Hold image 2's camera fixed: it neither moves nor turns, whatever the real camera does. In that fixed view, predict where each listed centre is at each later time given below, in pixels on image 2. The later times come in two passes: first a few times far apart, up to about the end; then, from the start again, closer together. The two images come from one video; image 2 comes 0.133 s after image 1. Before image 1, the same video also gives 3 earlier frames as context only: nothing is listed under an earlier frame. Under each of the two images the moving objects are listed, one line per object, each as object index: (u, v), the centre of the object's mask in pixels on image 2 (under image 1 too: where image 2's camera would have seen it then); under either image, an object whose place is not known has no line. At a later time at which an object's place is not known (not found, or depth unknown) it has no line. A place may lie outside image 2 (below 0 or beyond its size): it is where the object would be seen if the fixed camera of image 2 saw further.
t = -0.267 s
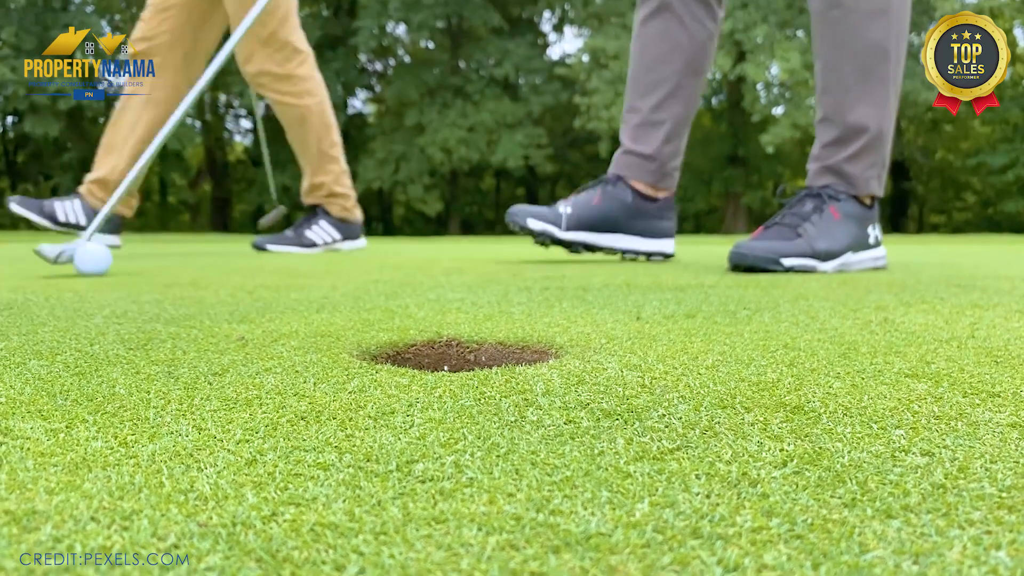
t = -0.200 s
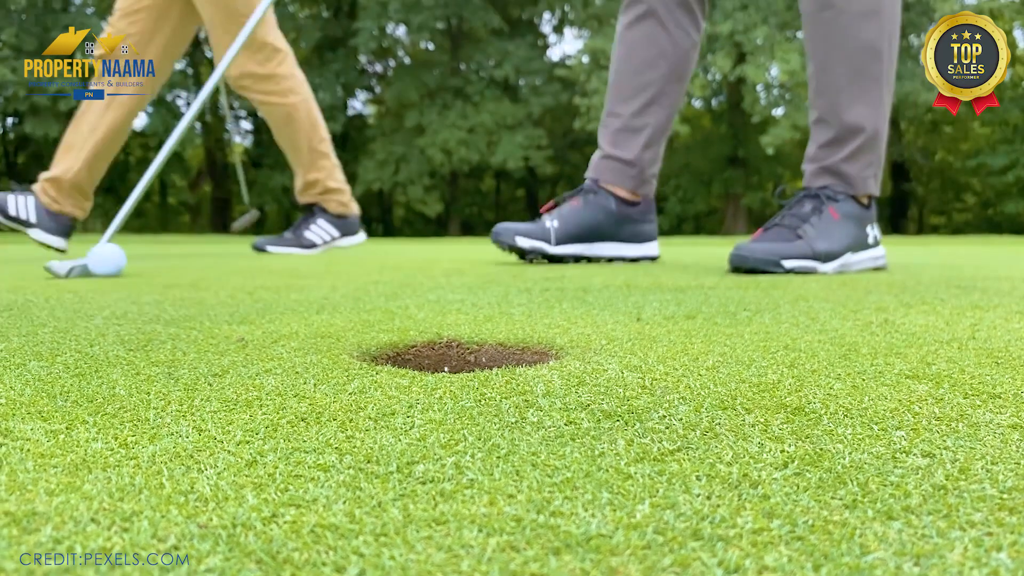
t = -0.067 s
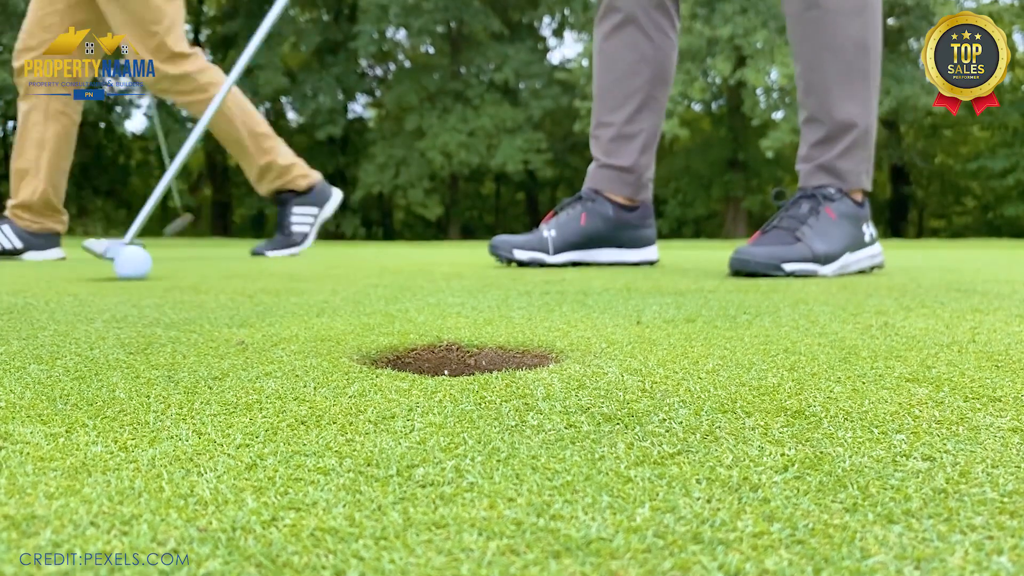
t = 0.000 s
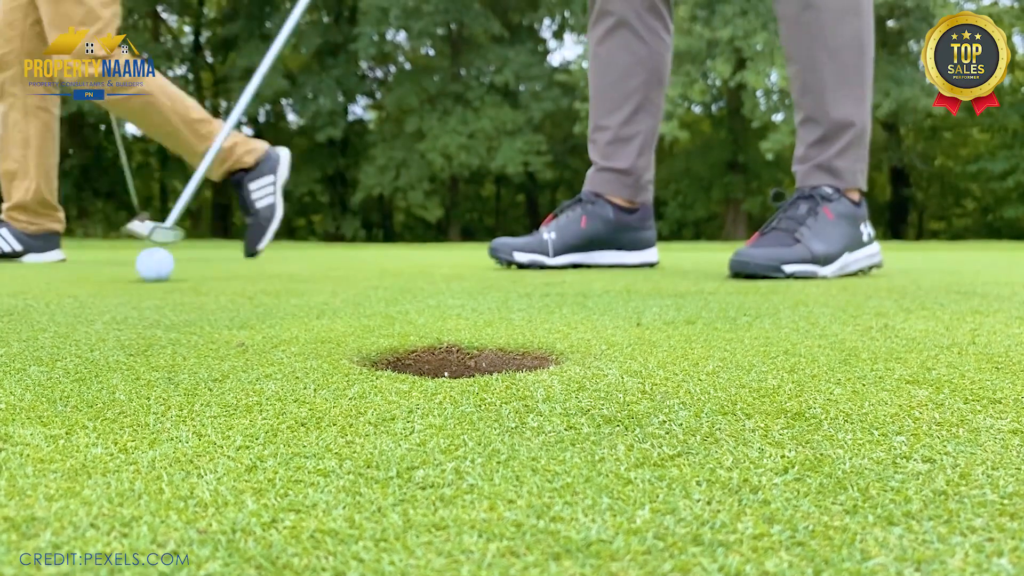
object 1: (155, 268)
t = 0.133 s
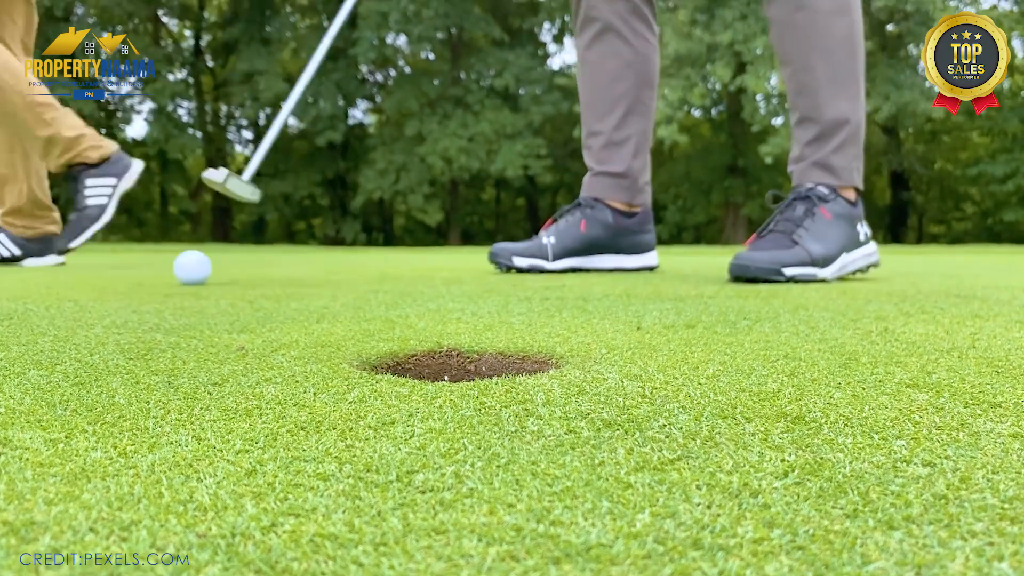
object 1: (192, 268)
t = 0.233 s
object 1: (214, 267)
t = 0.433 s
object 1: (240, 267)
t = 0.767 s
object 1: (244, 267)
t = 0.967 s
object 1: (245, 267)
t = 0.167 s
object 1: (200, 267)
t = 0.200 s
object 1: (208, 267)
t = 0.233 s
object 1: (214, 267)
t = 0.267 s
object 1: (221, 267)
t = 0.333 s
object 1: (231, 267)
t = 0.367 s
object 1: (235, 267)
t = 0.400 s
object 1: (238, 267)
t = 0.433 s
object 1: (240, 267)
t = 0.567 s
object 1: (245, 267)
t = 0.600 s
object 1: (245, 267)
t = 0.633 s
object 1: (244, 267)
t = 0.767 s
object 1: (244, 267)
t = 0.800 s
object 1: (244, 267)
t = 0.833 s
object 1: (244, 267)
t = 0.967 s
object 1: (245, 267)
